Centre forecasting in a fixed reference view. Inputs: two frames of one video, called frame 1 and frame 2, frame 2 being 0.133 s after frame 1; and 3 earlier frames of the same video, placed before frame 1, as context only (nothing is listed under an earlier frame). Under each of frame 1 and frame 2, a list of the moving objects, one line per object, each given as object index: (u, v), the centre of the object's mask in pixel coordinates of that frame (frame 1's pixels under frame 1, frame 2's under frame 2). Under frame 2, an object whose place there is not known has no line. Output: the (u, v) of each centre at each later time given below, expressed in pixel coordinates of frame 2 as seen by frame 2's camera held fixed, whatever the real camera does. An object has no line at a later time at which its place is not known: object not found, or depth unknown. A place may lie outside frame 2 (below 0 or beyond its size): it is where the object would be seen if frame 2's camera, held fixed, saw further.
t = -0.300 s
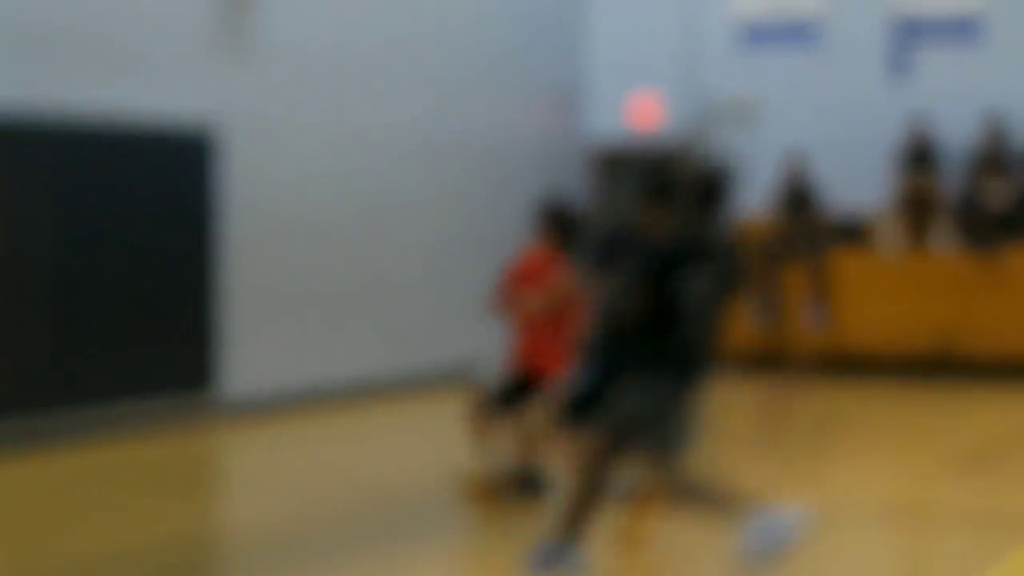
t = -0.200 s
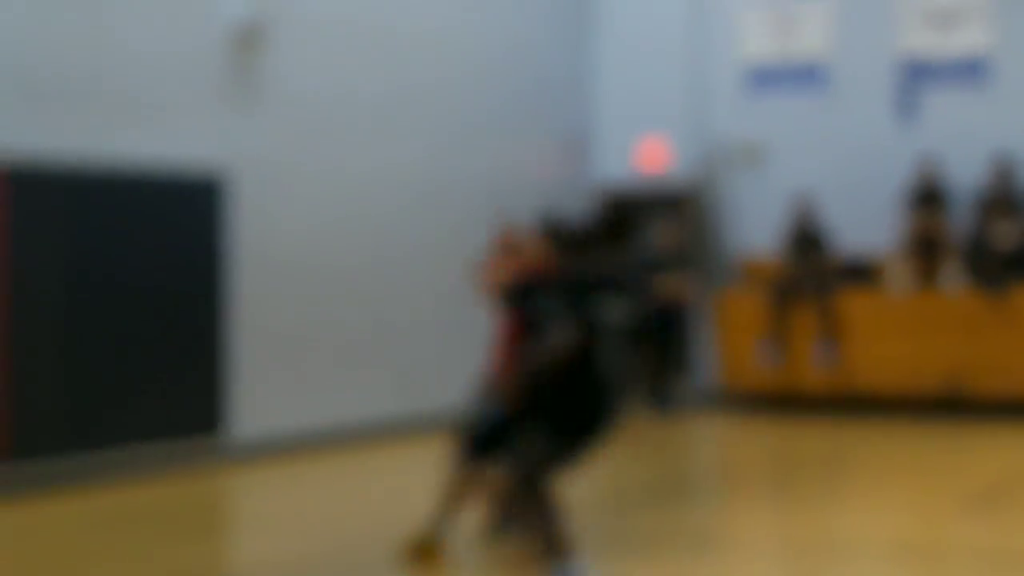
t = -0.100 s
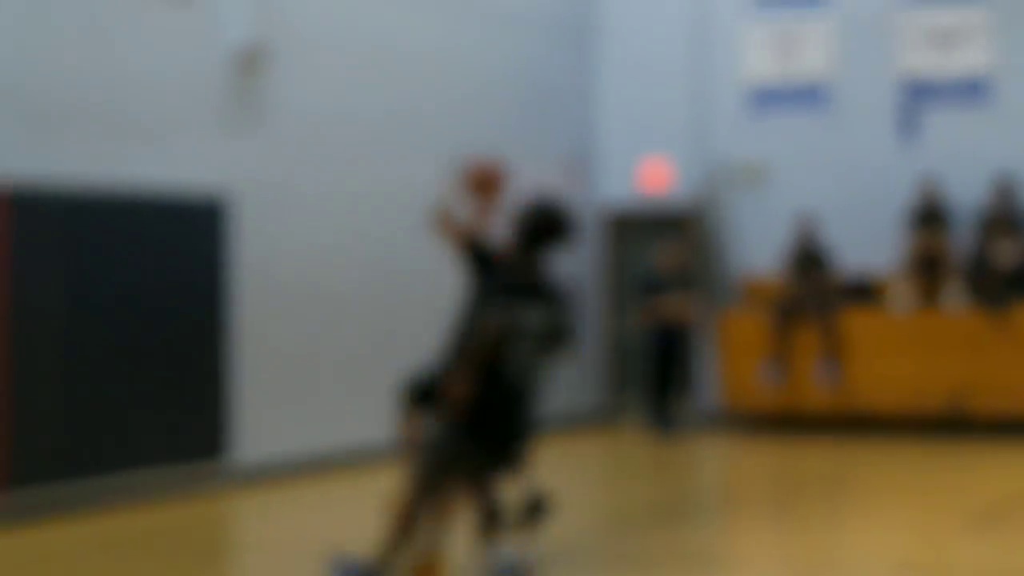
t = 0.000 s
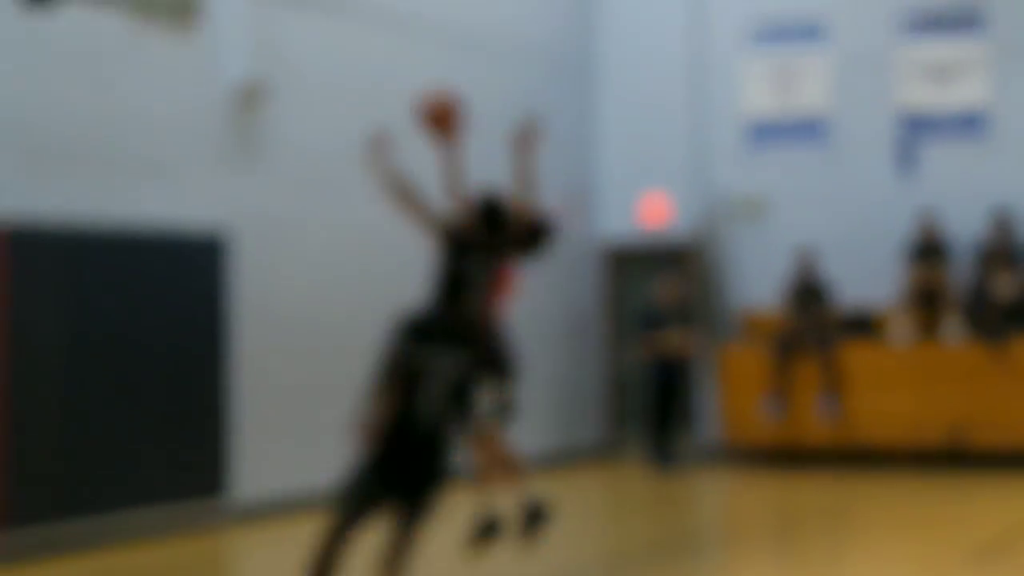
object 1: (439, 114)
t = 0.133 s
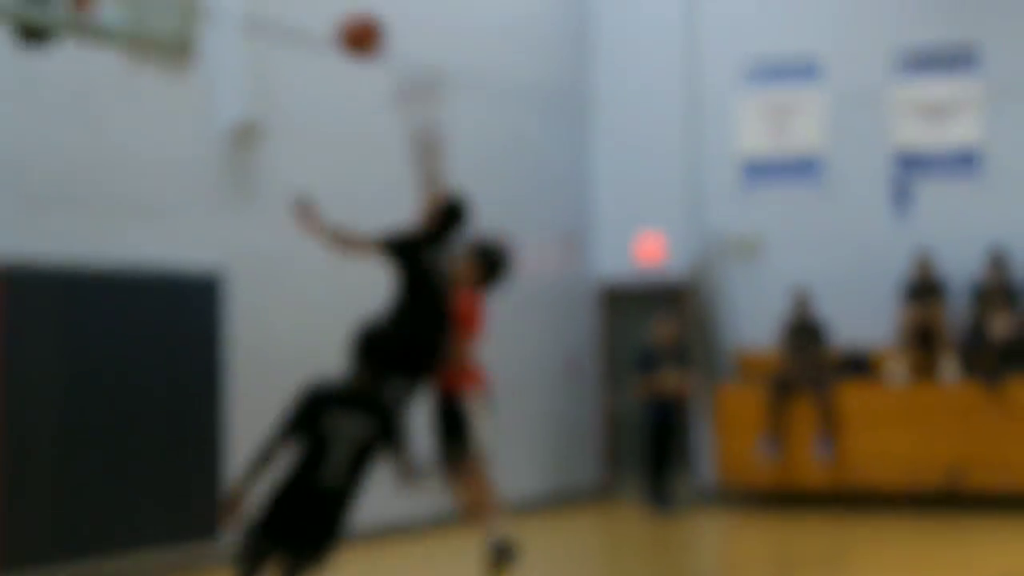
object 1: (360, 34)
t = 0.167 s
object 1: (341, 9)
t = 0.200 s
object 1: (321, -15)
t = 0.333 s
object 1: (236, -88)
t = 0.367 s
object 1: (215, -101)
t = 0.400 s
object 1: (196, -111)
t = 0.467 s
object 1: (192, -124)
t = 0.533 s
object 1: (201, -128)
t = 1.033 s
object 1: (370, -9)
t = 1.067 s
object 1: (389, 11)
